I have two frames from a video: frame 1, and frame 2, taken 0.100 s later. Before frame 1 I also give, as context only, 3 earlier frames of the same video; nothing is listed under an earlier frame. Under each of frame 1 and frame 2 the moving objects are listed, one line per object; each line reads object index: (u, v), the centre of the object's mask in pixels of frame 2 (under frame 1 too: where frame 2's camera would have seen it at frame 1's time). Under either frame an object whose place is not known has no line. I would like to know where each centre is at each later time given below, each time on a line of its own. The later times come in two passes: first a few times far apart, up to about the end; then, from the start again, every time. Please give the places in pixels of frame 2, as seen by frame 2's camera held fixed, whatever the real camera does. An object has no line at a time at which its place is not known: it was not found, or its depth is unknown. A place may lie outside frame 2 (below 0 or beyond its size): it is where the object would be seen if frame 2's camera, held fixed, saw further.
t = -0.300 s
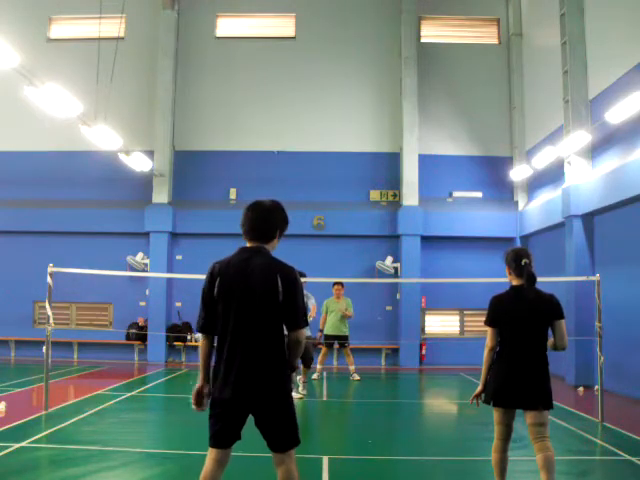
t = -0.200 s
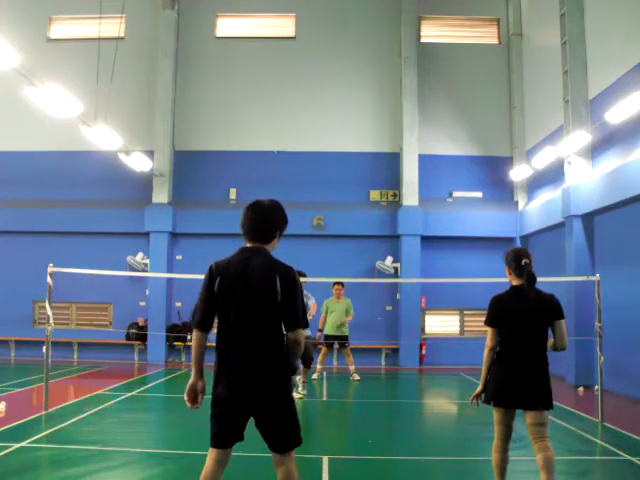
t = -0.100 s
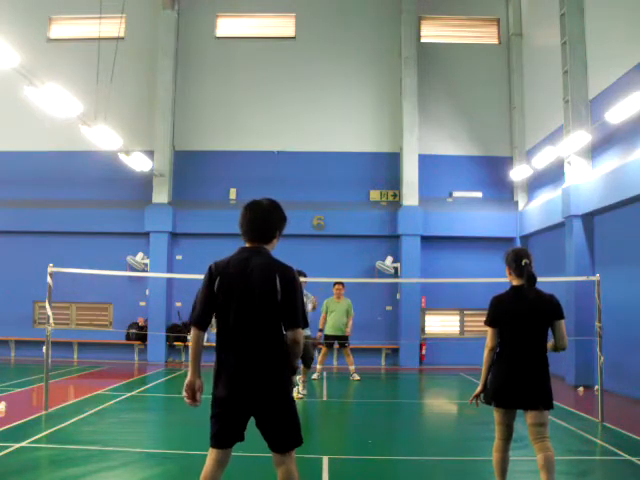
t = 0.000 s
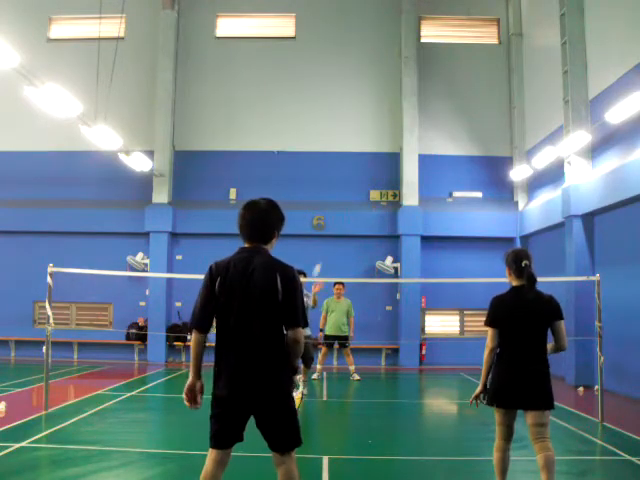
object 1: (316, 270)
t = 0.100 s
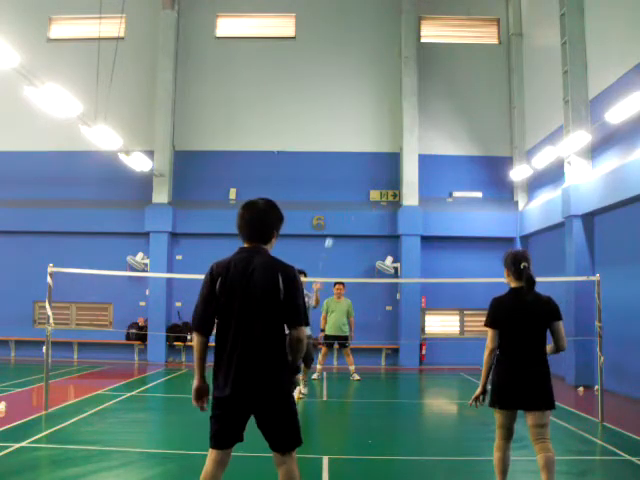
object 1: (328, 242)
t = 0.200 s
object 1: (334, 226)
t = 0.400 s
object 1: (350, 219)
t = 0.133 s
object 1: (330, 236)
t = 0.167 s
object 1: (332, 230)
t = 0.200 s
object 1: (334, 226)
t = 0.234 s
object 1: (336, 222)
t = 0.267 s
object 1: (339, 220)
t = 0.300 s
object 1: (342, 218)
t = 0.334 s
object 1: (345, 217)
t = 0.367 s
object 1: (347, 218)
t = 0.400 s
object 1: (350, 219)
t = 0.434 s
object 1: (352, 221)
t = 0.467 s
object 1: (355, 225)
